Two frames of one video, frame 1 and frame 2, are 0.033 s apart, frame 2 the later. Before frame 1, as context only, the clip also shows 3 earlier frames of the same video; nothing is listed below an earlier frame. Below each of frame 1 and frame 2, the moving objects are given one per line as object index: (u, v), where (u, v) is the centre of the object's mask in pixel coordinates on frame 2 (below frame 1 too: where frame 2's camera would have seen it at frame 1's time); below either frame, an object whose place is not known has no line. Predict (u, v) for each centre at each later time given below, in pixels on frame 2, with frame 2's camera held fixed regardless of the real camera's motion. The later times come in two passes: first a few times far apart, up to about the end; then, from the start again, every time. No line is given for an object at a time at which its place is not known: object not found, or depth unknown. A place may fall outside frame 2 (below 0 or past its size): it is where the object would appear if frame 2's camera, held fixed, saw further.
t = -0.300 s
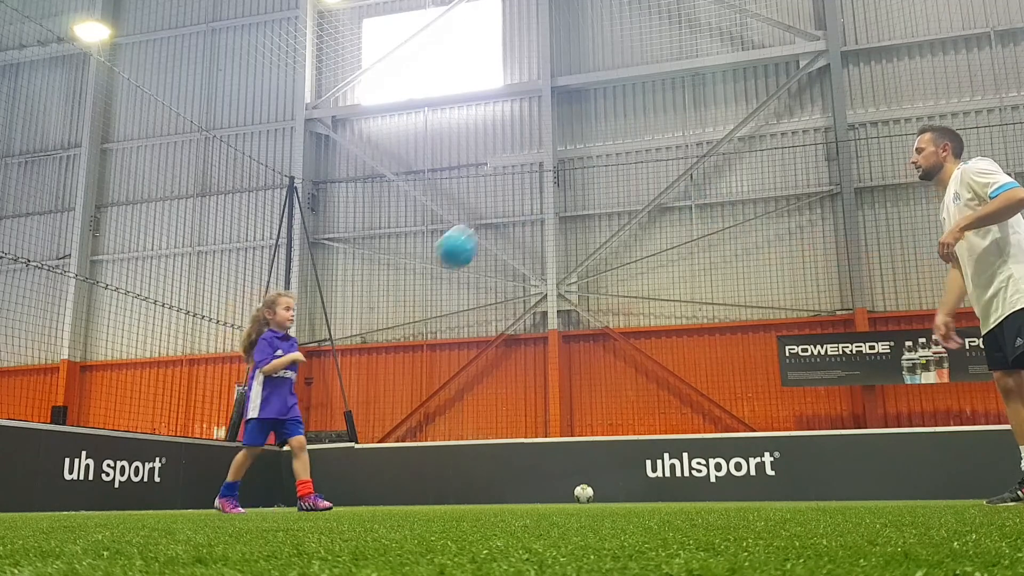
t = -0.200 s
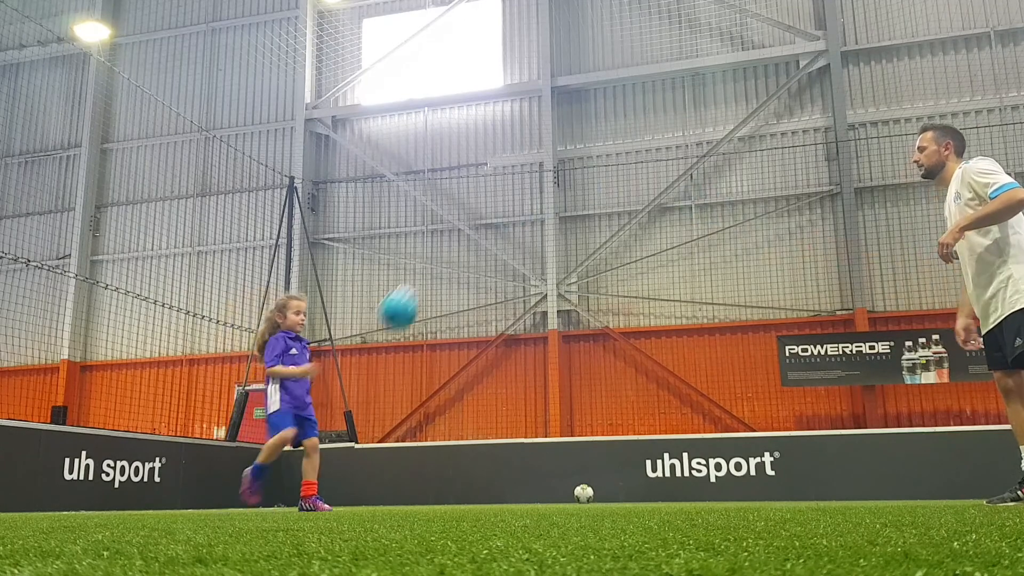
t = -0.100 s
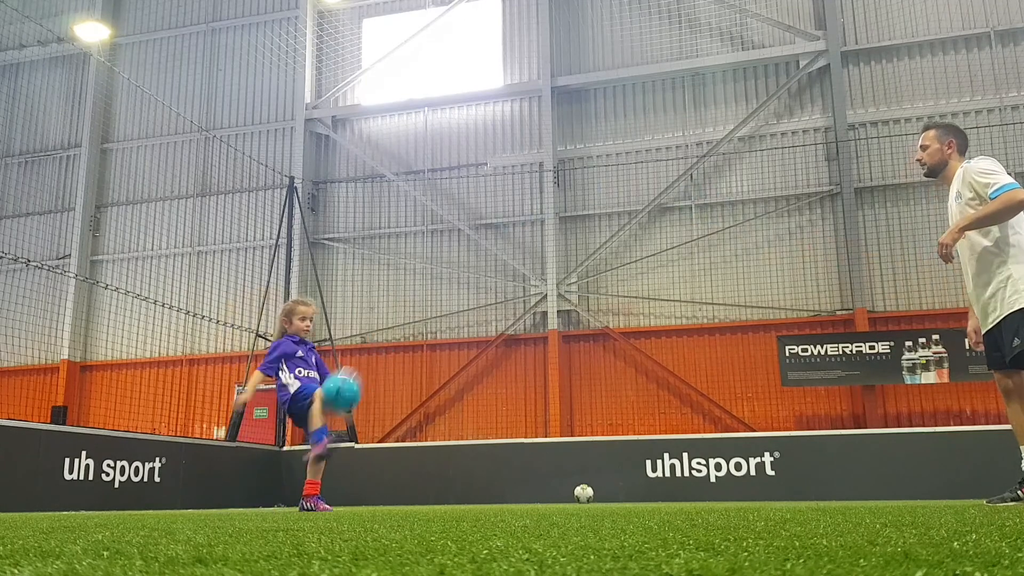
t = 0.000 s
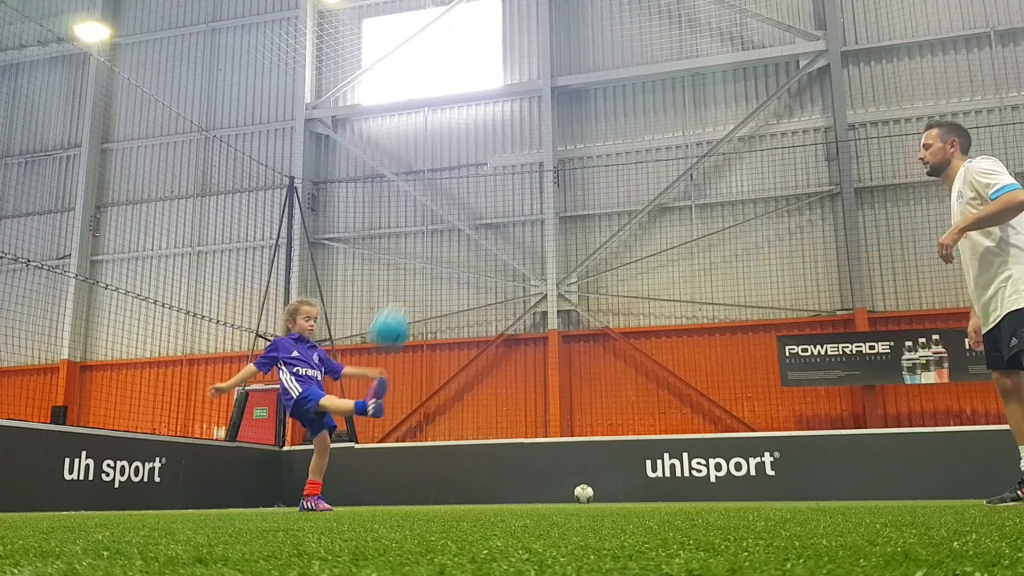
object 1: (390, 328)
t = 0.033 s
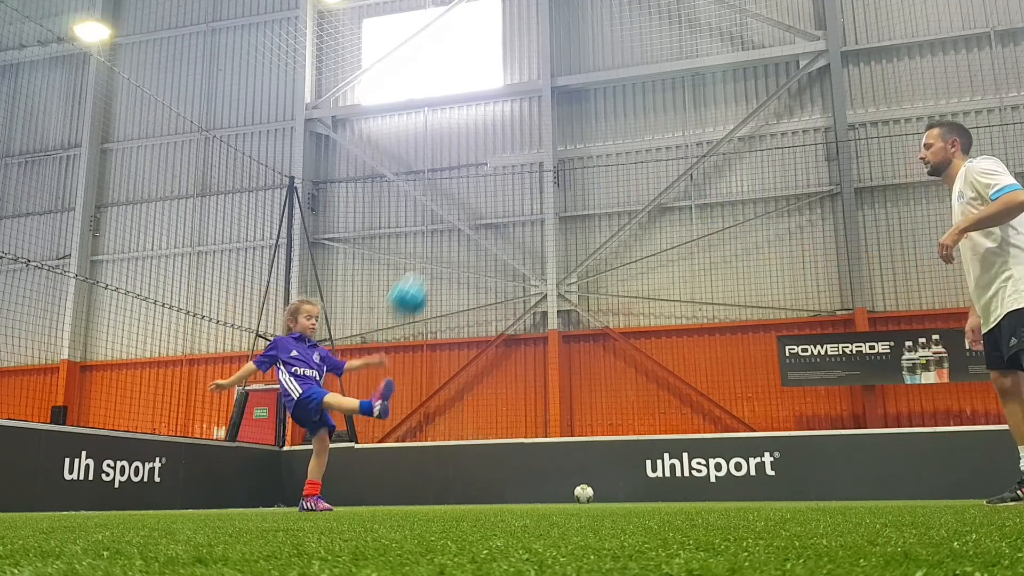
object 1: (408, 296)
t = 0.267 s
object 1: (525, 143)
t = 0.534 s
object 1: (655, 95)
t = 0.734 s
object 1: (757, 145)
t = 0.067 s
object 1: (426, 266)
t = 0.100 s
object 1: (443, 240)
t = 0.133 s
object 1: (460, 215)
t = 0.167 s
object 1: (476, 195)
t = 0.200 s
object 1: (492, 175)
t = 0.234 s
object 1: (509, 158)
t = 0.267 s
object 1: (525, 143)
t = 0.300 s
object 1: (541, 130)
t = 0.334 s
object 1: (559, 118)
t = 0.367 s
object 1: (574, 110)
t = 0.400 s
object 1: (590, 103)
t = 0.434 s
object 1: (606, 98)
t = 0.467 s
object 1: (622, 96)
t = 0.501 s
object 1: (638, 95)
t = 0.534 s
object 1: (655, 95)
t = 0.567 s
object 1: (672, 99)
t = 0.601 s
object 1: (689, 104)
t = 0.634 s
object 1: (706, 111)
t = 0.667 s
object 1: (723, 120)
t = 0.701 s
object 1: (741, 132)
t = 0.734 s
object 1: (757, 145)
